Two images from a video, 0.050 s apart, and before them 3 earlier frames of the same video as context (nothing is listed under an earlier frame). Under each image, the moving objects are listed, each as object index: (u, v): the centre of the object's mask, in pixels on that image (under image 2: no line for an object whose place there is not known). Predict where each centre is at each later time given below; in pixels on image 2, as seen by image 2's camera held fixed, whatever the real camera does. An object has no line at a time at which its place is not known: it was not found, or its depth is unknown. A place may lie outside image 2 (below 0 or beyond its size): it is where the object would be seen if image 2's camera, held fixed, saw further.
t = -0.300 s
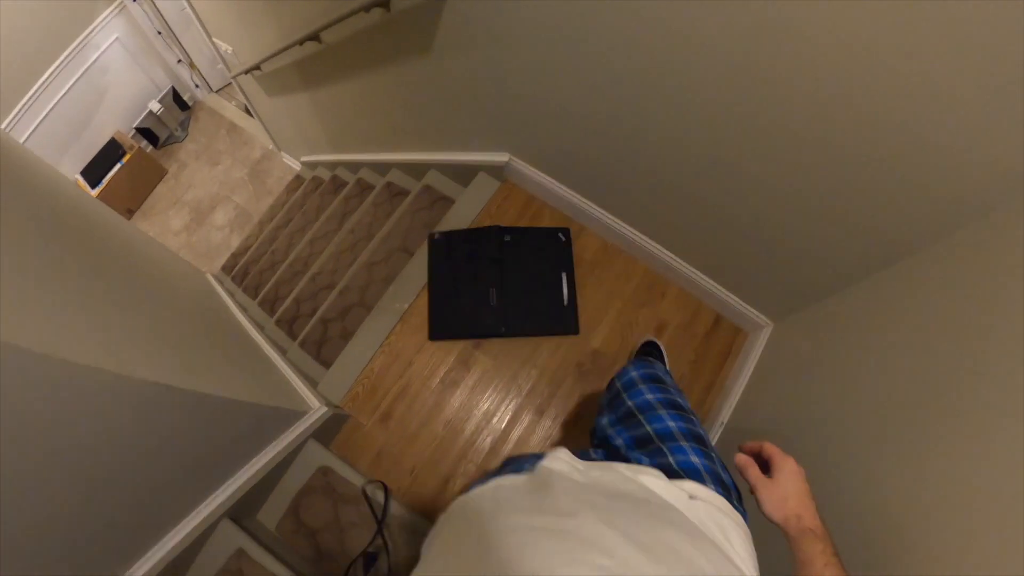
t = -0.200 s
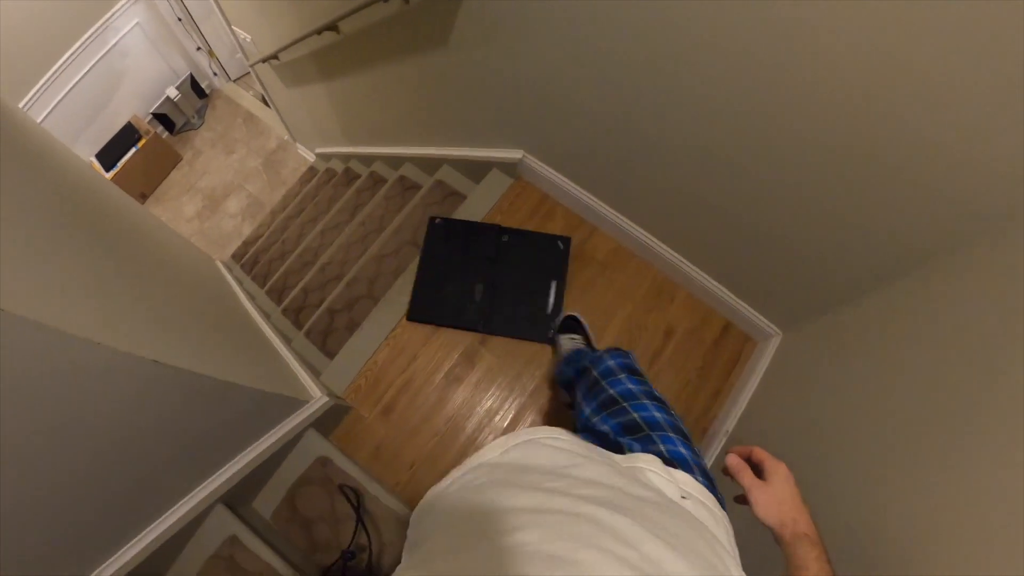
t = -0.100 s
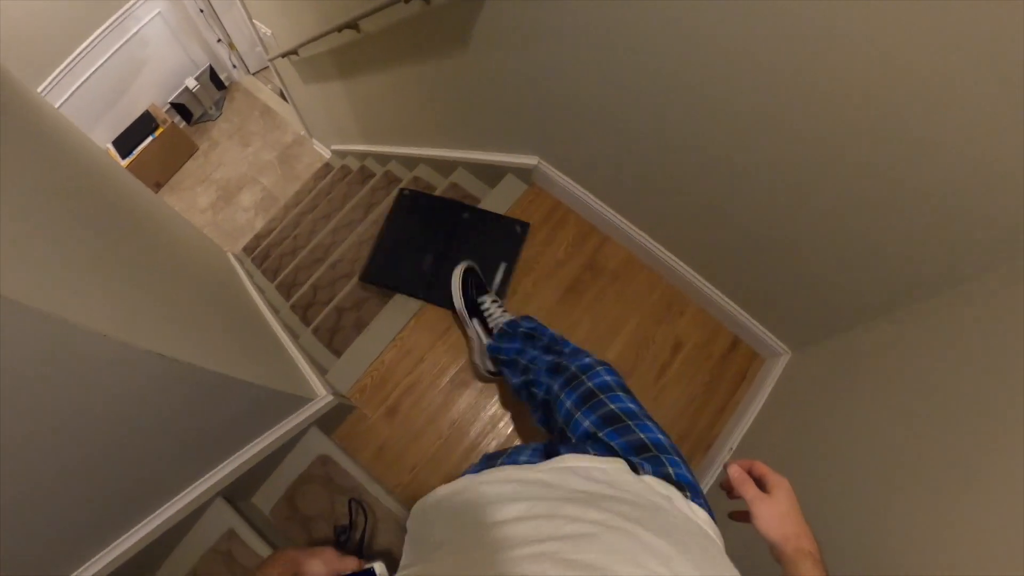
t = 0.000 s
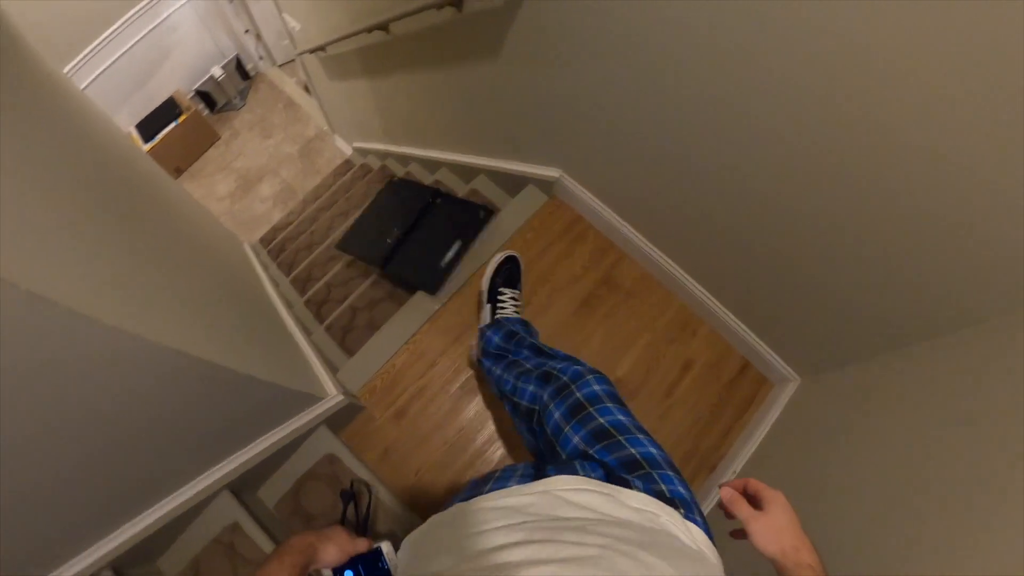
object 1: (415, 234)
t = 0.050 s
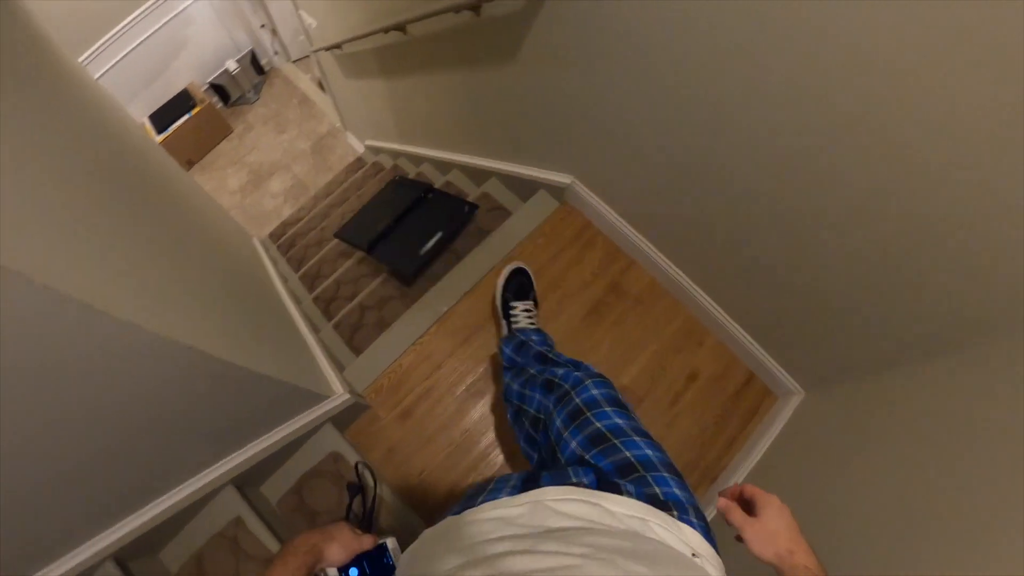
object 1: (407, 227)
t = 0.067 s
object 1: (401, 224)
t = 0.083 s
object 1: (395, 221)
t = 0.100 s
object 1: (391, 222)
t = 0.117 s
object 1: (384, 217)
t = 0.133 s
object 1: (380, 217)
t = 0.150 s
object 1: (376, 217)
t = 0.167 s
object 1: (372, 217)
